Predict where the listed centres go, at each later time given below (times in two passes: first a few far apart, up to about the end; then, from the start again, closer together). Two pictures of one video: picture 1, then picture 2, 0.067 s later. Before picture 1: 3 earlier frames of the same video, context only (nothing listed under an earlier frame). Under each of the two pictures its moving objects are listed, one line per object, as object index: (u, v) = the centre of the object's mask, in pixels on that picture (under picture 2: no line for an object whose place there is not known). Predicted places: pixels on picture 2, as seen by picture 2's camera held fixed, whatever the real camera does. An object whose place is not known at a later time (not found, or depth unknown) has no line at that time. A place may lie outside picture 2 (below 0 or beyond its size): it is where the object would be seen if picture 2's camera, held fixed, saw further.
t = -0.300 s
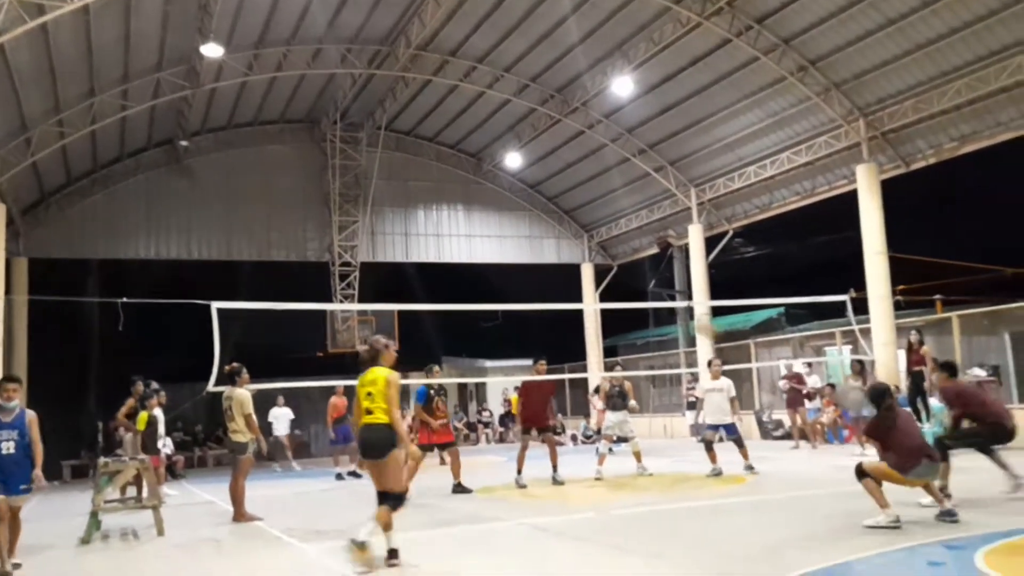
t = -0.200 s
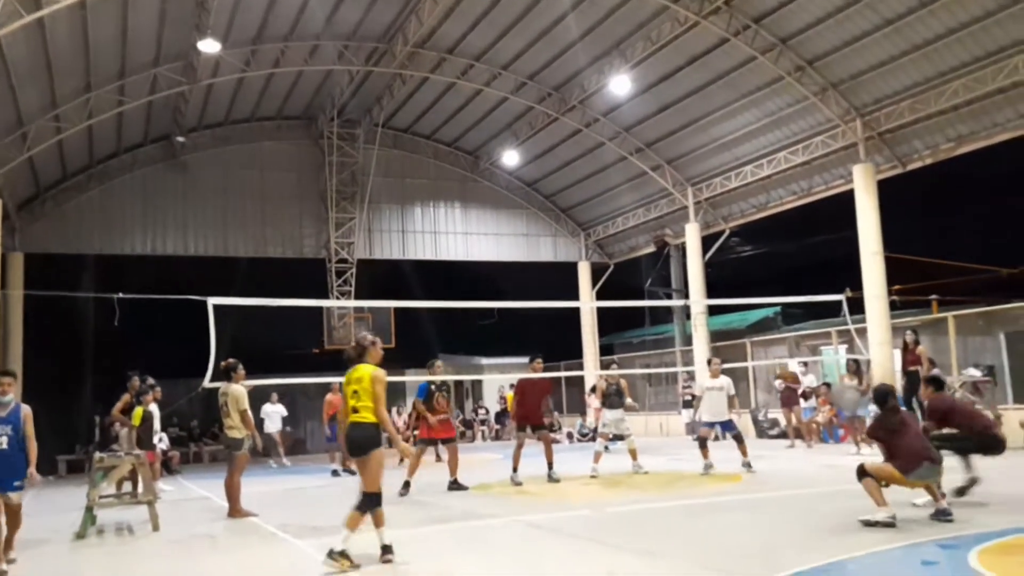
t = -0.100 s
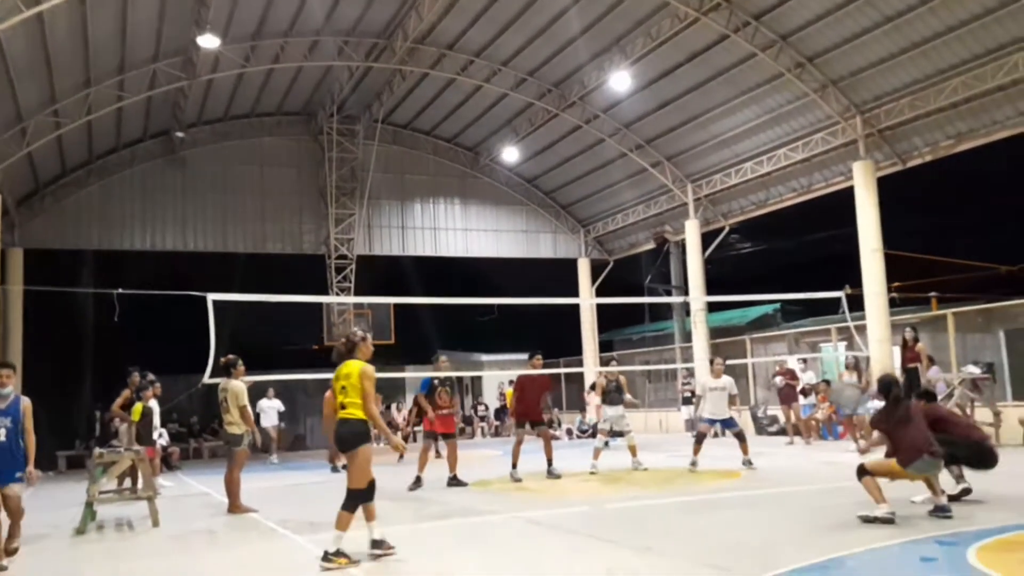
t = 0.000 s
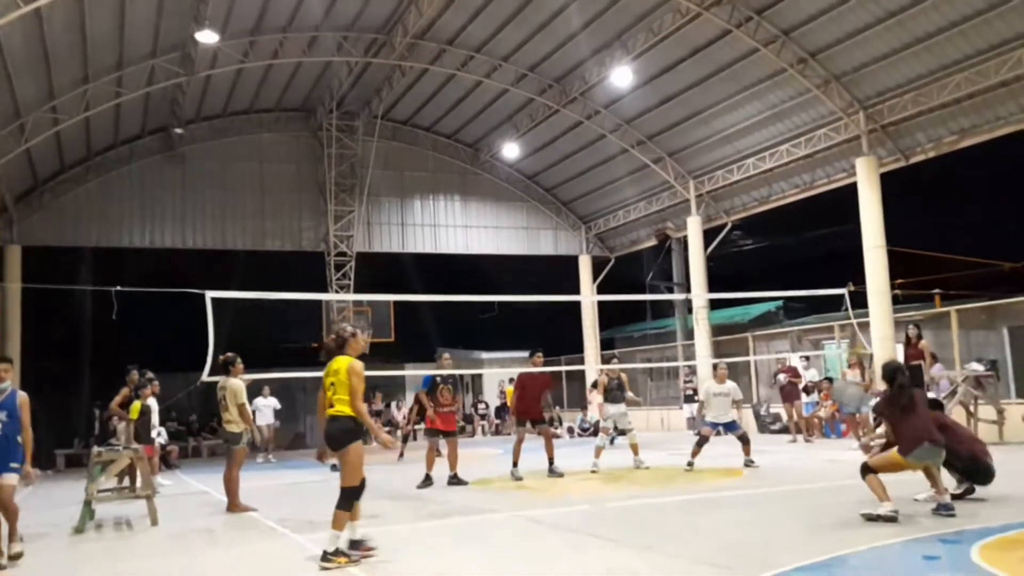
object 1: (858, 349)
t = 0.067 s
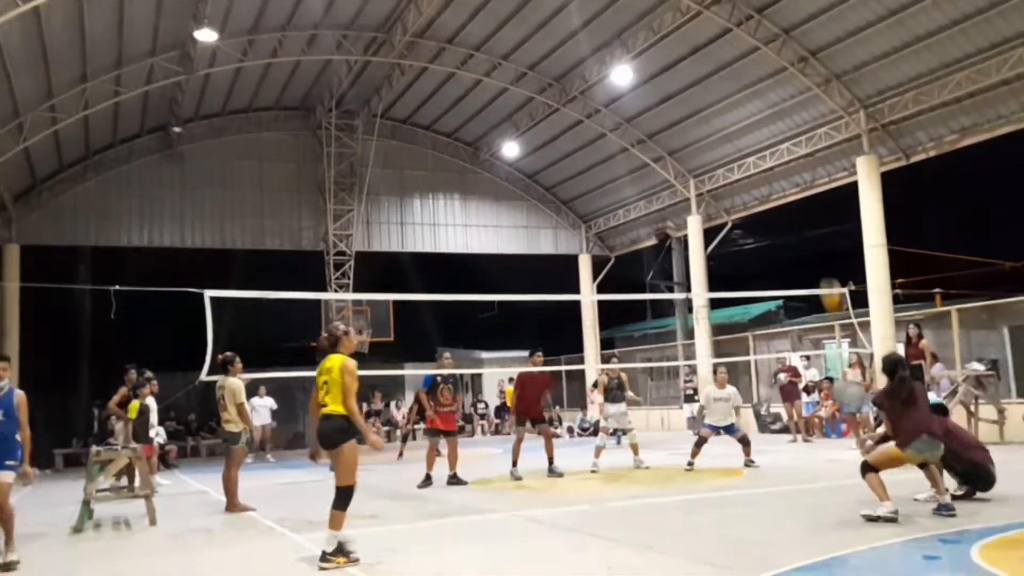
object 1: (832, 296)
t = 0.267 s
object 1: (775, 181)
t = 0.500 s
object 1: (711, 90)
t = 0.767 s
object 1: (639, 54)
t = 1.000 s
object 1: (567, 94)
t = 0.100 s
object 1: (823, 274)
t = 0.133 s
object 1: (814, 255)
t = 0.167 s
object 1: (804, 235)
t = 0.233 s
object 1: (785, 200)
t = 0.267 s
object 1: (775, 181)
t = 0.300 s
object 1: (765, 166)
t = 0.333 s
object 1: (757, 153)
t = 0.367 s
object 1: (747, 136)
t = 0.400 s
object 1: (738, 123)
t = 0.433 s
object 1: (729, 109)
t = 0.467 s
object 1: (721, 101)
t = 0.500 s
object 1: (711, 90)
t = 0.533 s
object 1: (701, 79)
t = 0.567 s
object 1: (694, 73)
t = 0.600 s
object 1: (685, 69)
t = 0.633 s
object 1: (675, 63)
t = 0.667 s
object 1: (664, 58)
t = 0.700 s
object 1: (654, 53)
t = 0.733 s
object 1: (644, 52)
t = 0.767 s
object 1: (639, 54)
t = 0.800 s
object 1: (628, 52)
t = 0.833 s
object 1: (615, 56)
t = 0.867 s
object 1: (604, 60)
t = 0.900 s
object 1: (595, 67)
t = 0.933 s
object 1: (588, 76)
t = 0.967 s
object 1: (577, 84)
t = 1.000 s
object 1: (567, 94)
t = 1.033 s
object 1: (556, 107)
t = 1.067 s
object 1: (545, 120)
